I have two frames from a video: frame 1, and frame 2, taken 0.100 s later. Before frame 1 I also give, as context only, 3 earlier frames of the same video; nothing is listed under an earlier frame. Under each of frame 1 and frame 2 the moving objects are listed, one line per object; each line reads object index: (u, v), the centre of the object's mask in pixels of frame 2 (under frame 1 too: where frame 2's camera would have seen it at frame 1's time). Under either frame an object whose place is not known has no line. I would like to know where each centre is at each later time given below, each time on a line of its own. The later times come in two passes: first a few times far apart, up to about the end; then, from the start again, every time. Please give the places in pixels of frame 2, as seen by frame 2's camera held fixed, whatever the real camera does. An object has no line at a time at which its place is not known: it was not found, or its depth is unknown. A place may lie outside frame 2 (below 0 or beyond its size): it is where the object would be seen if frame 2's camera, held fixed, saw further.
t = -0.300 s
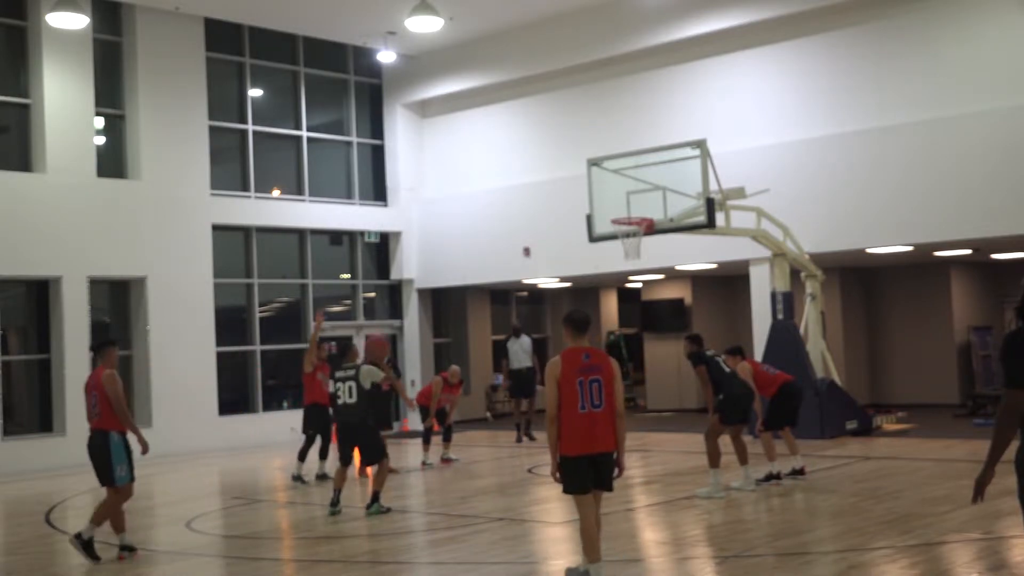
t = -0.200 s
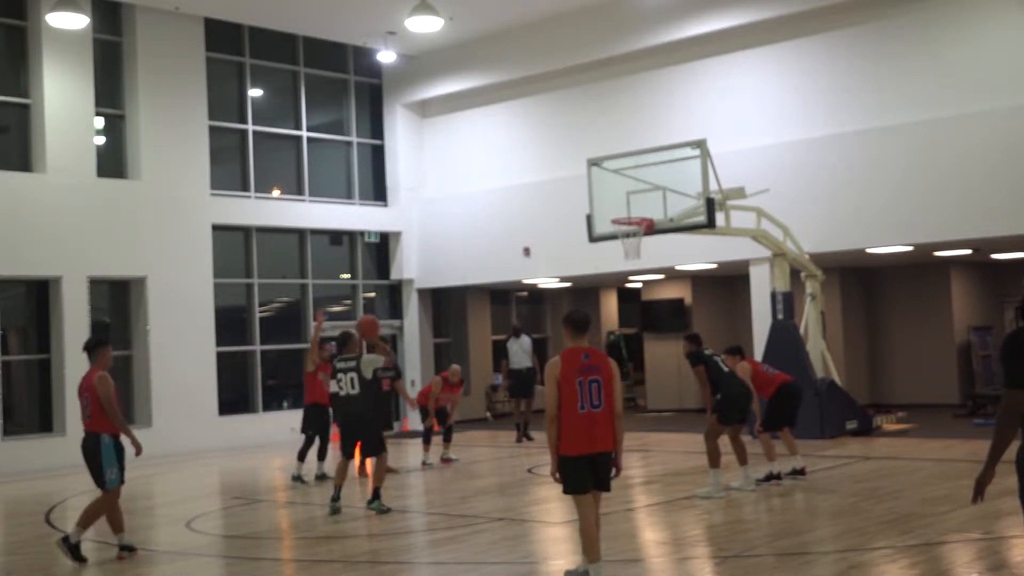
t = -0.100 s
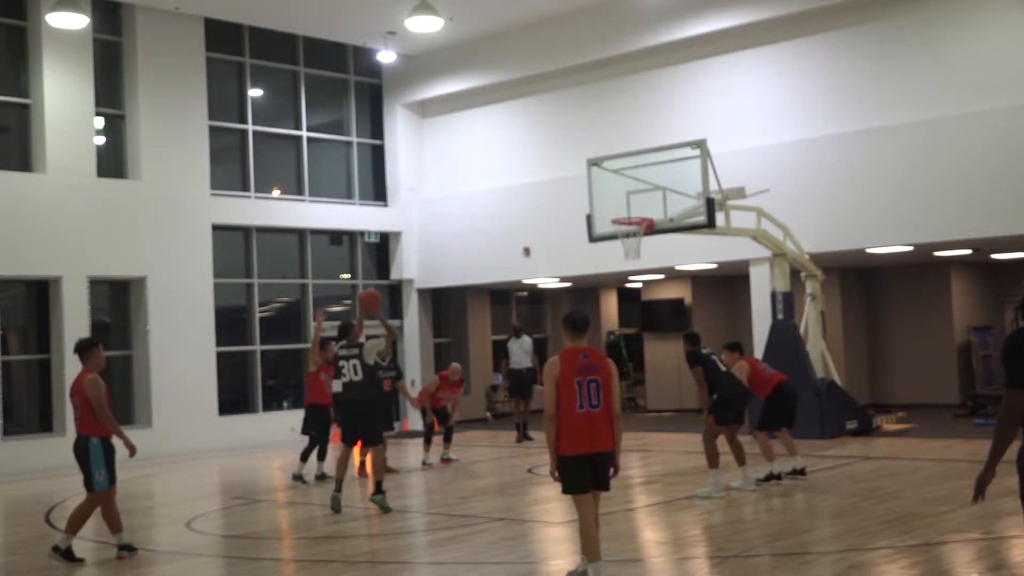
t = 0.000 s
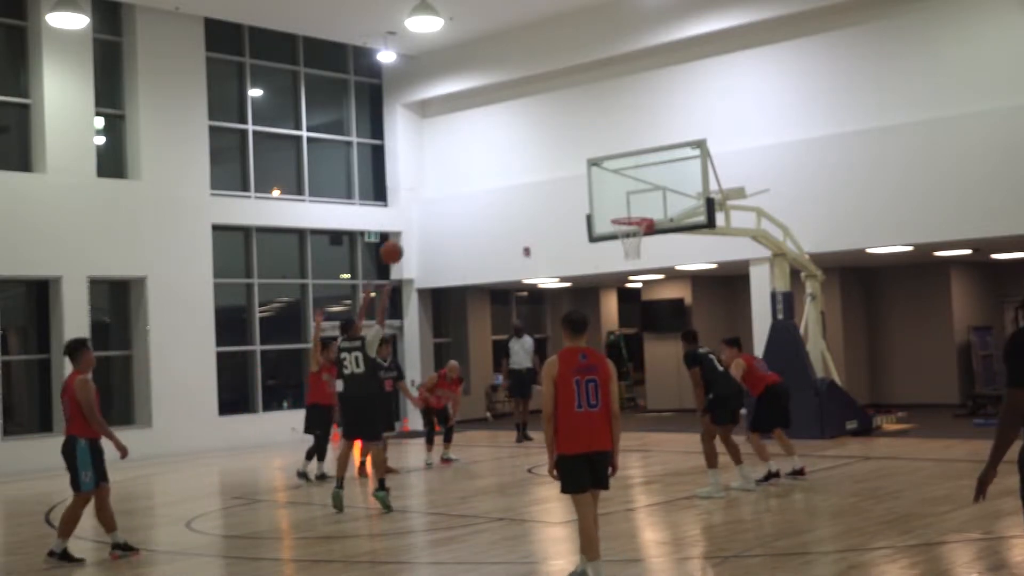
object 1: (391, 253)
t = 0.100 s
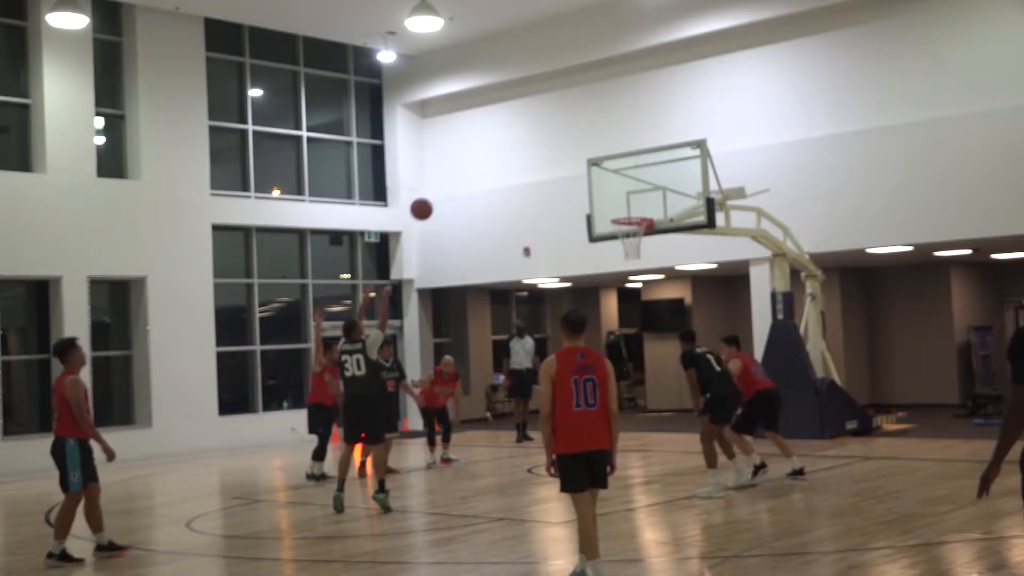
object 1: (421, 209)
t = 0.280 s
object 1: (472, 158)
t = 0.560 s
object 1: (544, 140)
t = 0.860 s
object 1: (615, 191)
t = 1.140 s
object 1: (613, 267)
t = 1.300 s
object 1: (595, 317)
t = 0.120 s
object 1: (427, 202)
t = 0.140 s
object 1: (433, 195)
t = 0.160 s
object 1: (438, 188)
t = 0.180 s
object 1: (444, 182)
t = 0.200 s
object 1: (450, 177)
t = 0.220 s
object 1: (455, 172)
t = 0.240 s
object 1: (461, 167)
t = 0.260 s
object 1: (466, 162)
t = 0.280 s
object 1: (472, 158)
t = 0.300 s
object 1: (477, 155)
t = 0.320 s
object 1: (483, 151)
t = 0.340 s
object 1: (488, 149)
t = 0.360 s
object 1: (493, 146)
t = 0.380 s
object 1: (499, 144)
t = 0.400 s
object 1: (504, 142)
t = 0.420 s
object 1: (509, 141)
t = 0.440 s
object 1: (514, 140)
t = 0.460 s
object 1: (519, 139)
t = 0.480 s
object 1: (524, 138)
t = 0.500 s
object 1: (529, 138)
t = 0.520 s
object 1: (534, 139)
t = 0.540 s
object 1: (539, 139)
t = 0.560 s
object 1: (544, 140)
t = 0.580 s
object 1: (549, 141)
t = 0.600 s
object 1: (554, 143)
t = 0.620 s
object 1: (559, 145)
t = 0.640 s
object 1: (564, 147)
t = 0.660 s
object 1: (568, 150)
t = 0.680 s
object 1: (573, 152)
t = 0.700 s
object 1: (578, 155)
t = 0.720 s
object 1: (583, 159)
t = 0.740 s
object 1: (587, 163)
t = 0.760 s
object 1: (592, 167)
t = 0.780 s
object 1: (597, 171)
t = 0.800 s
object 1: (601, 175)
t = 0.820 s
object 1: (606, 180)
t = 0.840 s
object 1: (611, 185)
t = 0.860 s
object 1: (615, 191)
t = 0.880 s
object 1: (620, 196)
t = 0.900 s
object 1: (625, 202)
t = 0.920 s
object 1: (629, 208)
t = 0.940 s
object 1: (634, 215)
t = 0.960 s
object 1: (638, 221)
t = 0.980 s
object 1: (638, 224)
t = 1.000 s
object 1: (632, 233)
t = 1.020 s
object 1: (628, 240)
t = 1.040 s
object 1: (624, 246)
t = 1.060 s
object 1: (622, 249)
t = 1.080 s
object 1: (620, 253)
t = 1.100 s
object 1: (618, 257)
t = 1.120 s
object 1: (616, 262)
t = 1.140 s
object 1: (613, 267)
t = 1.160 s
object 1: (611, 272)
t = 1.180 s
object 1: (608, 278)
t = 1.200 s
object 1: (606, 283)
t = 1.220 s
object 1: (604, 290)
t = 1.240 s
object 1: (602, 297)
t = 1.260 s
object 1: (600, 304)
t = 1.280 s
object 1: (597, 311)
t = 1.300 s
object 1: (595, 317)
